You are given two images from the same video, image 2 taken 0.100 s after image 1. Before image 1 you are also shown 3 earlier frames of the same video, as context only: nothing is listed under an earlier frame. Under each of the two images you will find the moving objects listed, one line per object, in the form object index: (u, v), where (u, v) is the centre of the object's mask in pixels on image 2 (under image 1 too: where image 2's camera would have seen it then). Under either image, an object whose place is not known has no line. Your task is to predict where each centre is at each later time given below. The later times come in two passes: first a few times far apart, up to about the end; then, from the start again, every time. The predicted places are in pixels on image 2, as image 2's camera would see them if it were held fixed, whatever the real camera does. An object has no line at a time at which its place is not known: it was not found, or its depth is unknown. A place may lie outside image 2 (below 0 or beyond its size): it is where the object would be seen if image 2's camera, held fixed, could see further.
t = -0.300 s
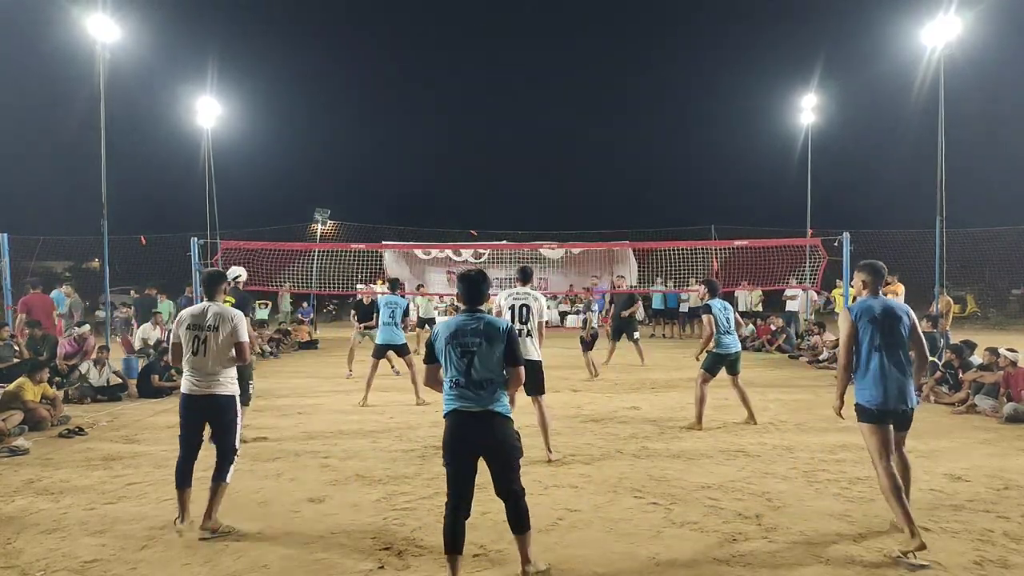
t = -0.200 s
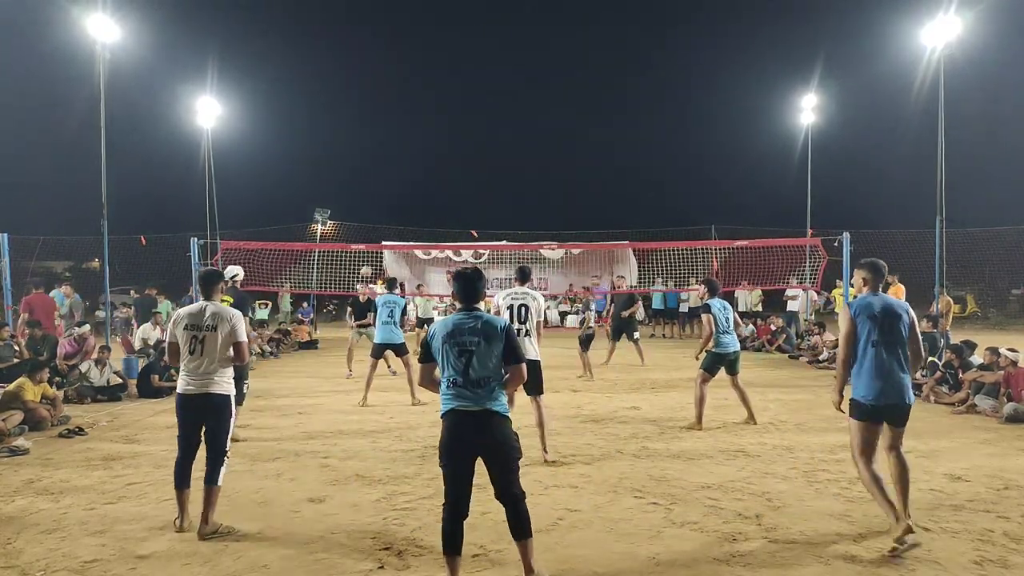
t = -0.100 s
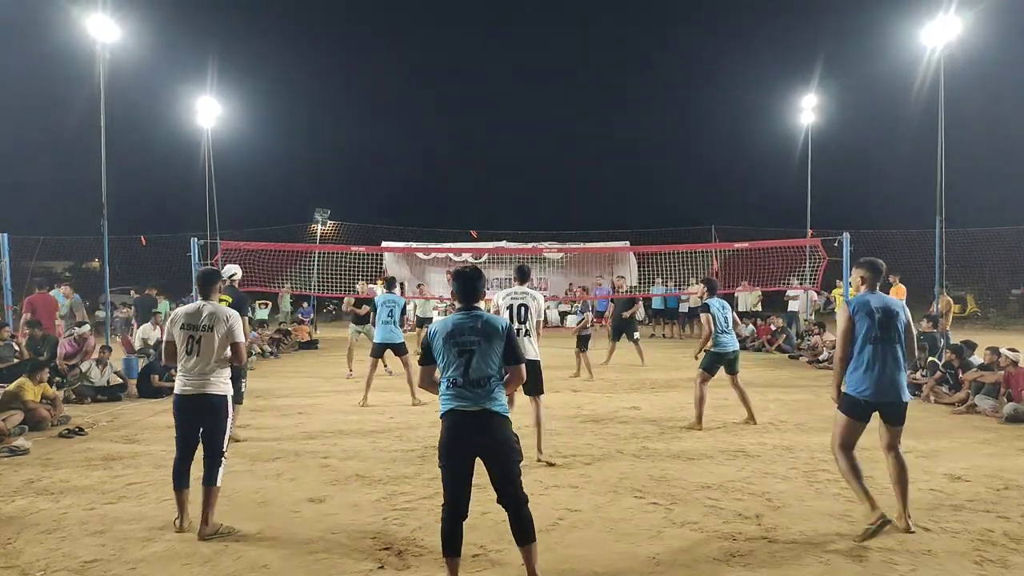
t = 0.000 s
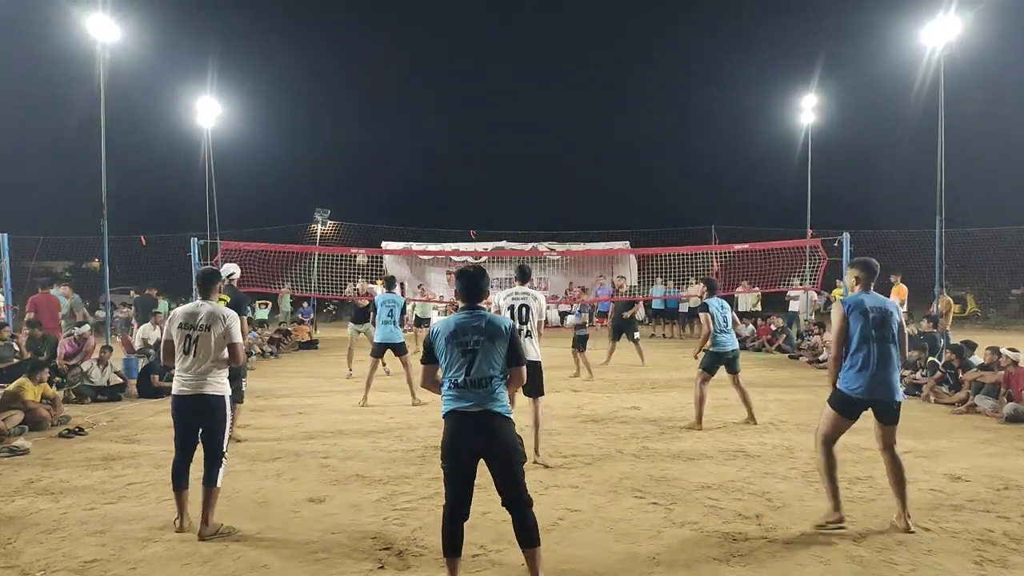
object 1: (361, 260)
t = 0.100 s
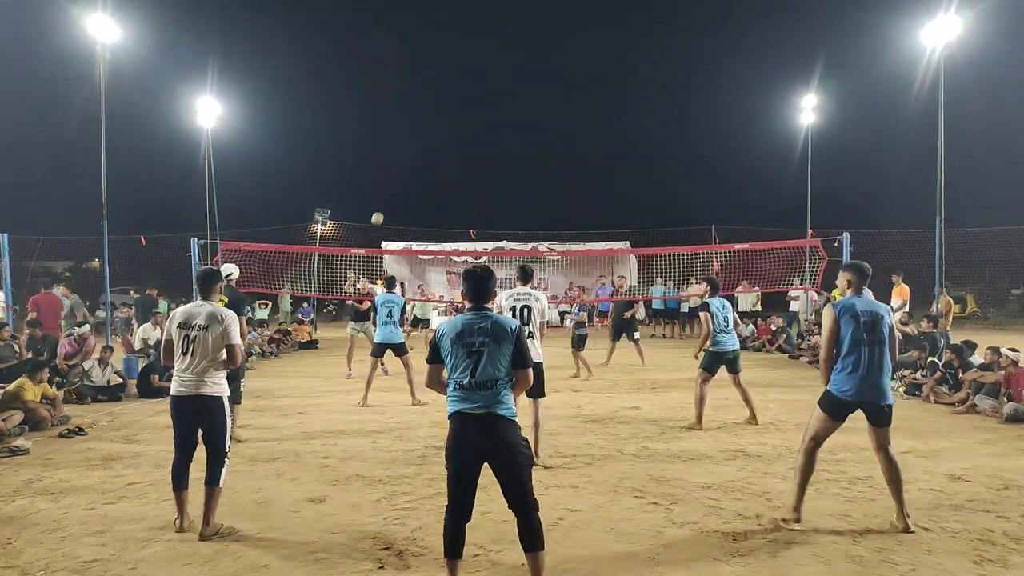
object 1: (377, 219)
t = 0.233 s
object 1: (400, 168)
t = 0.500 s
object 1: (452, 89)
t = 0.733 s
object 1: (509, 50)
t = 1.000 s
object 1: (593, 56)
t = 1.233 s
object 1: (690, 126)
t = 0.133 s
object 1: (382, 205)
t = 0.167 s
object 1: (388, 192)
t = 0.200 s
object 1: (394, 180)
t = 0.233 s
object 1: (400, 168)
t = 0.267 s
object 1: (406, 157)
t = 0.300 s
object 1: (412, 145)
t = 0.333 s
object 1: (418, 135)
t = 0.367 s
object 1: (424, 125)
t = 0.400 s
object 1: (431, 115)
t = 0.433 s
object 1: (438, 105)
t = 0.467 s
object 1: (445, 97)
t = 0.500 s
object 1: (452, 89)
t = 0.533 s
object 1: (459, 81)
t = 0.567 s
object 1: (467, 74)
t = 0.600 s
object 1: (475, 68)
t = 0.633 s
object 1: (483, 62)
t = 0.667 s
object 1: (492, 57)
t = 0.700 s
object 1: (500, 53)
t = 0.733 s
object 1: (509, 50)
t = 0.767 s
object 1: (519, 47)
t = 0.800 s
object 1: (528, 46)
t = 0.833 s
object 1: (538, 45)
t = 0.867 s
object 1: (548, 45)
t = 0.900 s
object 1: (559, 46)
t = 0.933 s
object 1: (570, 48)
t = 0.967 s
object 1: (581, 52)
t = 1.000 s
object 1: (593, 56)
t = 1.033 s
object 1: (605, 62)
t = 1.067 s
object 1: (618, 69)
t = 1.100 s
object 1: (631, 77)
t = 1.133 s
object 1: (645, 87)
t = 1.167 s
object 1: (659, 98)
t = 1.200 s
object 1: (674, 111)
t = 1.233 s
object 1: (690, 126)
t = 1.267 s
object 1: (706, 142)
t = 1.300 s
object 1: (723, 161)
